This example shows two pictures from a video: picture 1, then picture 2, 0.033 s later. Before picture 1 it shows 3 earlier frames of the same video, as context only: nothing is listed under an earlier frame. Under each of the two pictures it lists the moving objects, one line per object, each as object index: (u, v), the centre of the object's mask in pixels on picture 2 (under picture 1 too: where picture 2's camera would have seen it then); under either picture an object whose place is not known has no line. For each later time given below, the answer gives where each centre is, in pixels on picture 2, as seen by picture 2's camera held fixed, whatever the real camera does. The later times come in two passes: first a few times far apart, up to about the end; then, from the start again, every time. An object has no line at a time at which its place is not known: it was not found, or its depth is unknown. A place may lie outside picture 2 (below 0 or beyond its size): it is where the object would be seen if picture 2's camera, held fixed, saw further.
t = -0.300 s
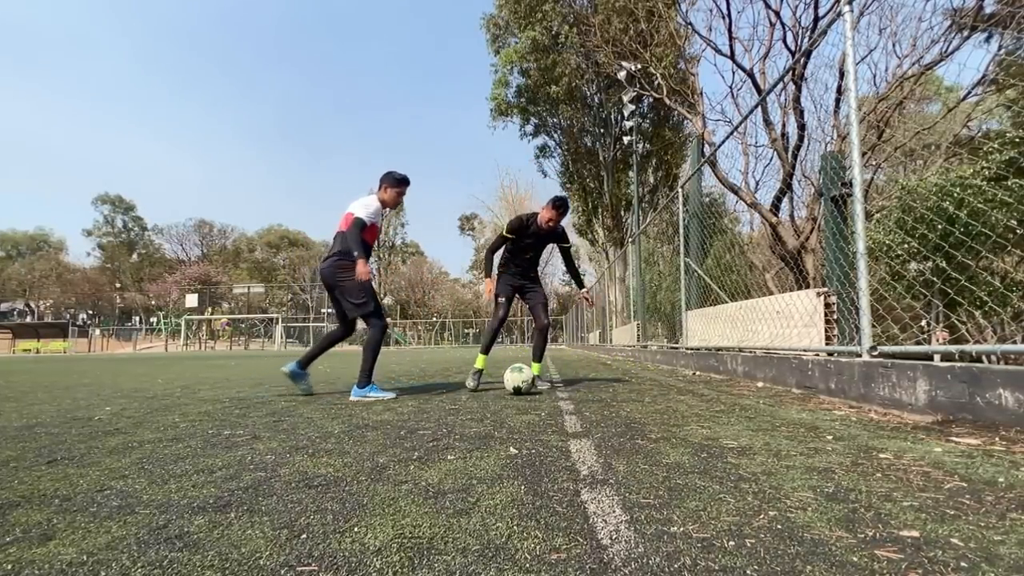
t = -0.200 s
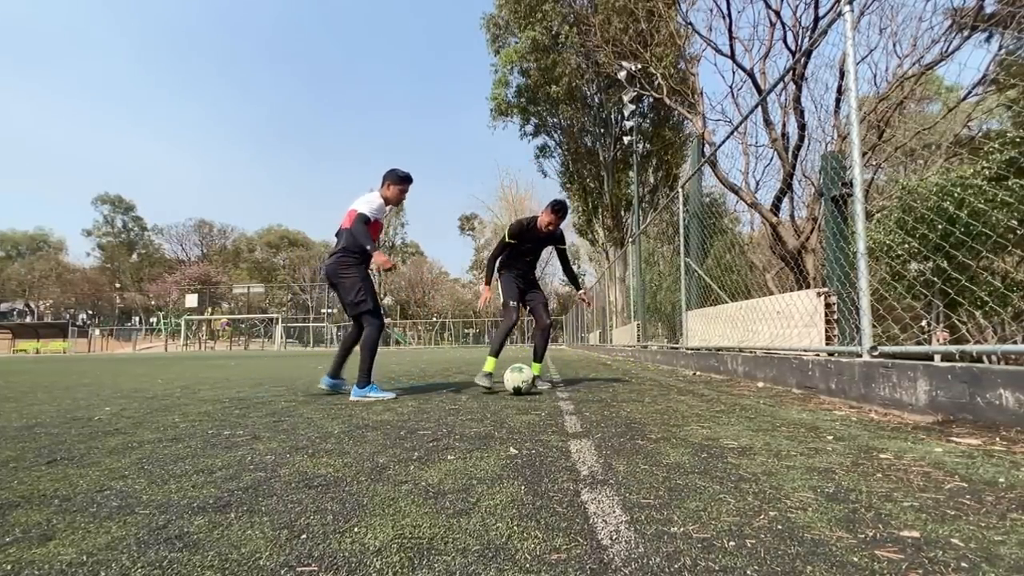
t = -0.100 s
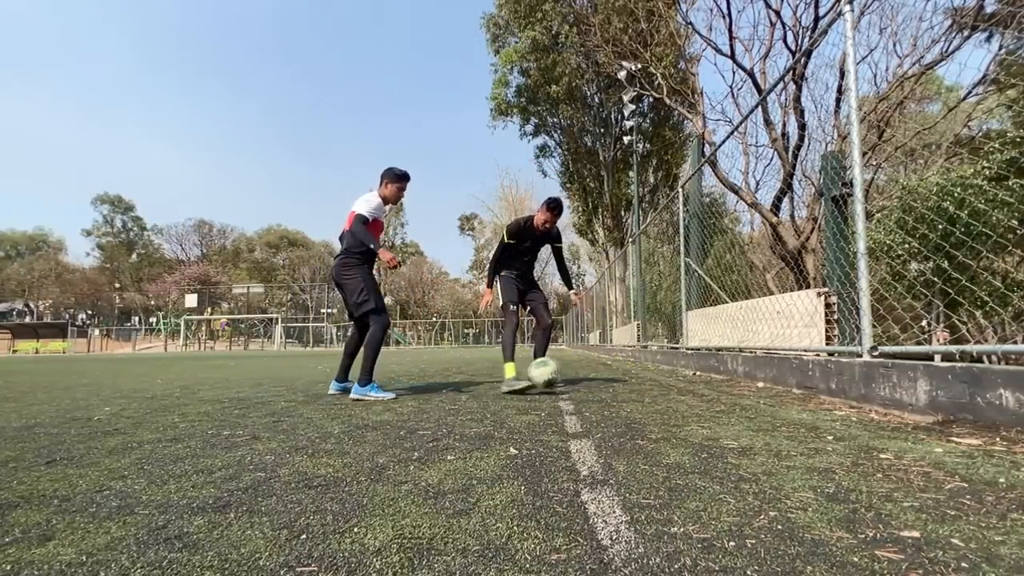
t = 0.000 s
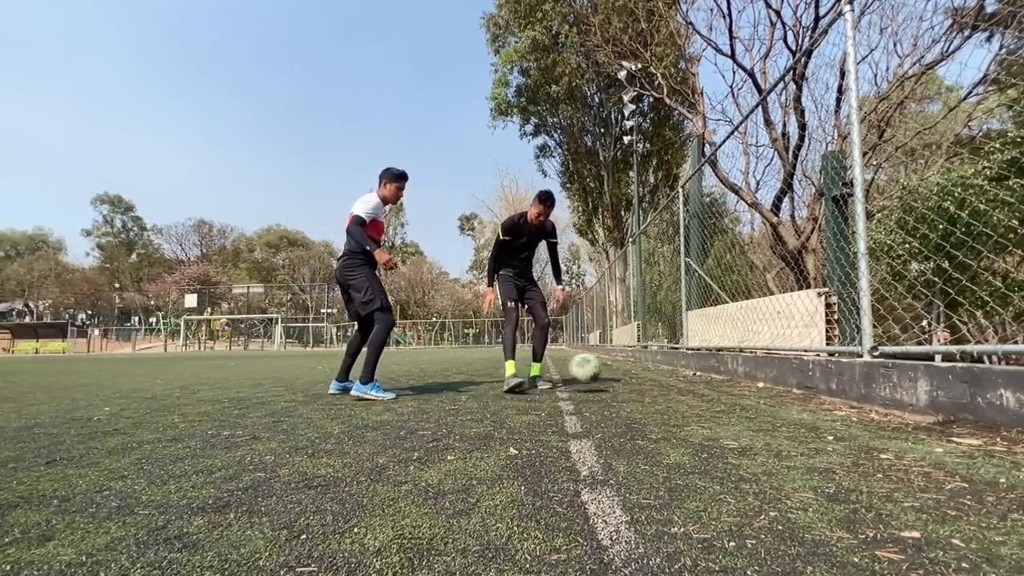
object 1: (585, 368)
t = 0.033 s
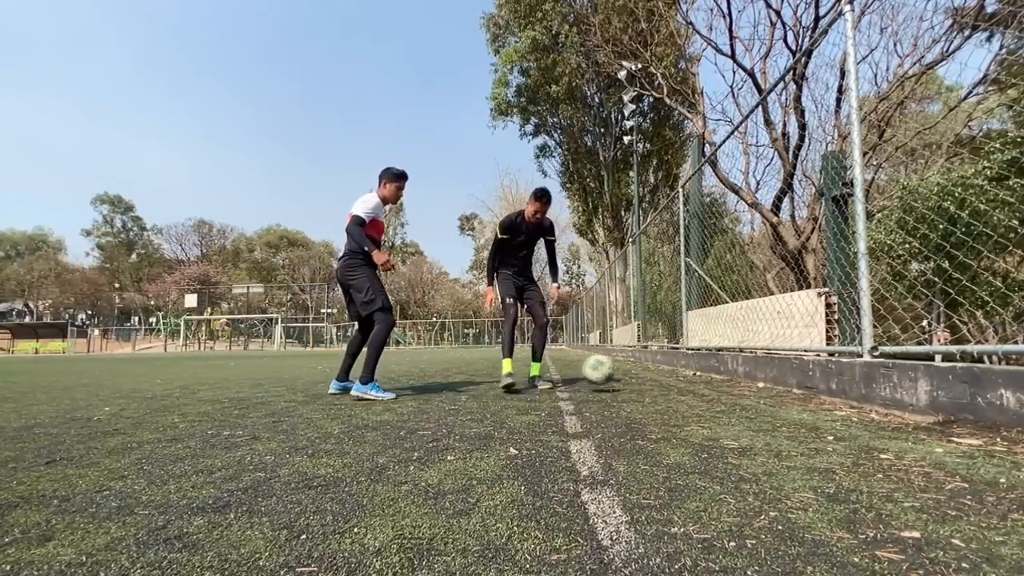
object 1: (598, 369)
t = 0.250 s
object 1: (657, 368)
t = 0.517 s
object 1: (708, 372)
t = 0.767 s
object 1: (711, 368)
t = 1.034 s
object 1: (684, 371)
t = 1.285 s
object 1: (667, 372)
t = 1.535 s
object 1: (650, 372)
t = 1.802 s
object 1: (638, 372)
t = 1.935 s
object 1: (633, 372)
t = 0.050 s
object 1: (605, 371)
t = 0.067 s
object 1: (611, 373)
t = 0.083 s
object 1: (617, 375)
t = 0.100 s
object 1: (624, 376)
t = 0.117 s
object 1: (629, 375)
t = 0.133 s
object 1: (632, 373)
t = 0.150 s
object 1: (636, 371)
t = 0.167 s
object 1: (639, 370)
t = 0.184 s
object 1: (642, 369)
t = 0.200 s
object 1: (646, 368)
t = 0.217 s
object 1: (649, 367)
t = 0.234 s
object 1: (653, 367)
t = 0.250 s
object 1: (657, 368)
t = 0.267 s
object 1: (660, 369)
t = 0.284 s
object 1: (664, 370)
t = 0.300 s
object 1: (667, 372)
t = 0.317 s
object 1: (671, 374)
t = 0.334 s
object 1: (674, 374)
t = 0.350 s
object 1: (677, 373)
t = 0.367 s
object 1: (680, 372)
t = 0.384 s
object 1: (683, 371)
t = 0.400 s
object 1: (686, 370)
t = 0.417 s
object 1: (689, 369)
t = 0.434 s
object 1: (692, 369)
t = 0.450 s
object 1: (694, 370)
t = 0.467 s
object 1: (698, 371)
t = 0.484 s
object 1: (701, 372)
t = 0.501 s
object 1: (704, 372)
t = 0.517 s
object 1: (708, 372)
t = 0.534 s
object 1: (711, 371)
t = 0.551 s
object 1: (714, 371)
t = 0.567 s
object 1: (717, 371)
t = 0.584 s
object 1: (720, 371)
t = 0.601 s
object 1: (723, 371)
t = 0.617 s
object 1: (726, 371)
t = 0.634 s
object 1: (729, 371)
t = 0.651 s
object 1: (731, 370)
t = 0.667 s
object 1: (730, 369)
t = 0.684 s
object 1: (727, 369)
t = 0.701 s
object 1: (725, 368)
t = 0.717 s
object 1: (720, 366)
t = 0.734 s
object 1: (717, 367)
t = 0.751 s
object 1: (714, 367)
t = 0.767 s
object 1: (711, 368)
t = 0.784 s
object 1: (708, 369)
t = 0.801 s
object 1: (705, 371)
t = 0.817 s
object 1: (702, 372)
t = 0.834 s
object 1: (700, 371)
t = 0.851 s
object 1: (699, 371)
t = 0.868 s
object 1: (697, 371)
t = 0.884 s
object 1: (695, 371)
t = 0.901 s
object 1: (694, 371)
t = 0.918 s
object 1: (692, 372)
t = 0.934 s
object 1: (691, 371)
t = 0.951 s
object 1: (690, 371)
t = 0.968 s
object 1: (689, 371)
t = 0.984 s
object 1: (688, 371)
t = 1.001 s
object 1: (687, 371)
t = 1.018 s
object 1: (686, 371)
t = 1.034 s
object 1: (684, 371)
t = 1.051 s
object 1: (683, 371)
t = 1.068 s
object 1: (682, 371)
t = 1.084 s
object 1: (681, 371)
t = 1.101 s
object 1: (680, 371)
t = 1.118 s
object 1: (679, 371)
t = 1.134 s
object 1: (678, 371)
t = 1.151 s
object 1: (677, 371)
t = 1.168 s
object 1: (675, 372)
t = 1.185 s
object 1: (674, 372)
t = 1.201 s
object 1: (673, 372)
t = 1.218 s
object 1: (672, 372)
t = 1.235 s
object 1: (671, 372)
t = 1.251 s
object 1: (669, 372)
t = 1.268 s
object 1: (668, 372)
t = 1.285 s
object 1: (667, 372)
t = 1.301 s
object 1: (666, 372)
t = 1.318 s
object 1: (664, 372)
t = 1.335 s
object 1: (663, 372)
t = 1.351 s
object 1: (662, 372)
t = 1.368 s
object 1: (661, 372)
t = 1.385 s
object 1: (659, 372)
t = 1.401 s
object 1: (658, 372)
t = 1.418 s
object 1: (657, 372)
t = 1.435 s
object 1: (656, 372)
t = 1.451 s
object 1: (655, 372)
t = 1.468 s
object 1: (653, 372)
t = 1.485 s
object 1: (652, 372)
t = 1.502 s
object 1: (651, 372)
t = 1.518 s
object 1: (651, 372)
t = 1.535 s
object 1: (650, 372)
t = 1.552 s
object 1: (649, 372)
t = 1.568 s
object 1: (648, 372)
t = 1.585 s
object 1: (647, 372)
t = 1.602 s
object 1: (646, 372)
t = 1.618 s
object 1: (645, 372)
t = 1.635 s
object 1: (645, 372)
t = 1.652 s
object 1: (644, 372)
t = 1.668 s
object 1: (643, 372)
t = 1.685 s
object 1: (643, 372)
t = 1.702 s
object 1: (641, 372)
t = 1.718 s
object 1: (641, 372)
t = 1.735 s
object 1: (640, 372)
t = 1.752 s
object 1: (640, 372)
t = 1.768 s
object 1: (639, 372)
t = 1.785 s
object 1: (638, 372)
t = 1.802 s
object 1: (638, 372)
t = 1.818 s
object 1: (637, 372)
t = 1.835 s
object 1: (637, 372)
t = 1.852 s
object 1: (636, 372)
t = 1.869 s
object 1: (636, 372)
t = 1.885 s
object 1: (635, 372)
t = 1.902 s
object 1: (634, 372)
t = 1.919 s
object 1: (634, 372)
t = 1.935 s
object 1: (633, 372)
